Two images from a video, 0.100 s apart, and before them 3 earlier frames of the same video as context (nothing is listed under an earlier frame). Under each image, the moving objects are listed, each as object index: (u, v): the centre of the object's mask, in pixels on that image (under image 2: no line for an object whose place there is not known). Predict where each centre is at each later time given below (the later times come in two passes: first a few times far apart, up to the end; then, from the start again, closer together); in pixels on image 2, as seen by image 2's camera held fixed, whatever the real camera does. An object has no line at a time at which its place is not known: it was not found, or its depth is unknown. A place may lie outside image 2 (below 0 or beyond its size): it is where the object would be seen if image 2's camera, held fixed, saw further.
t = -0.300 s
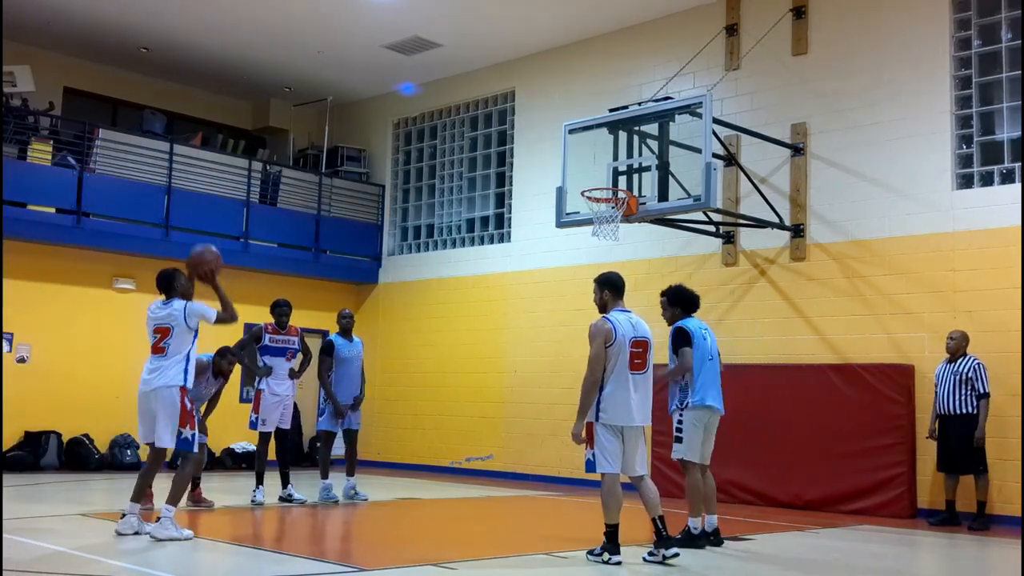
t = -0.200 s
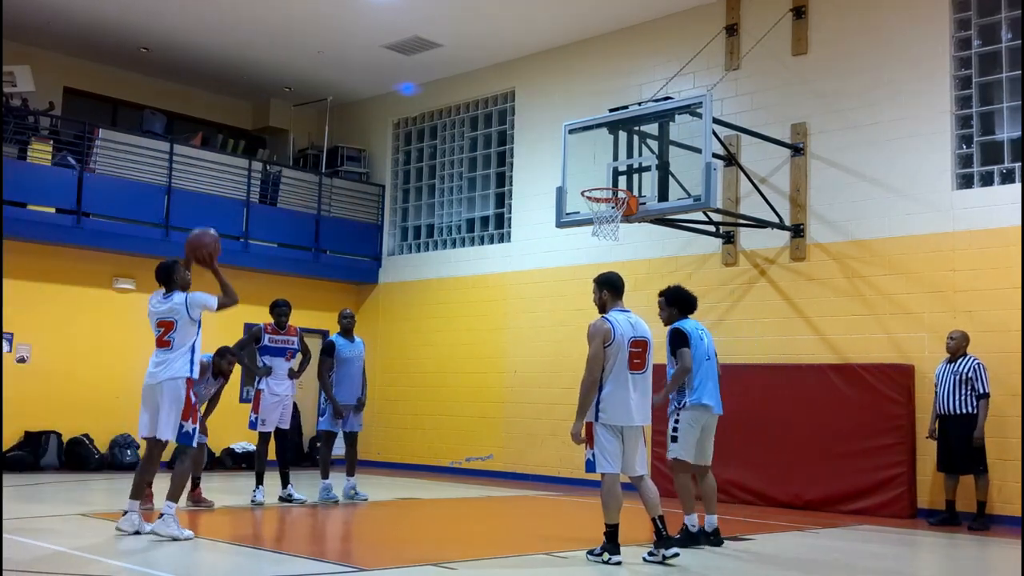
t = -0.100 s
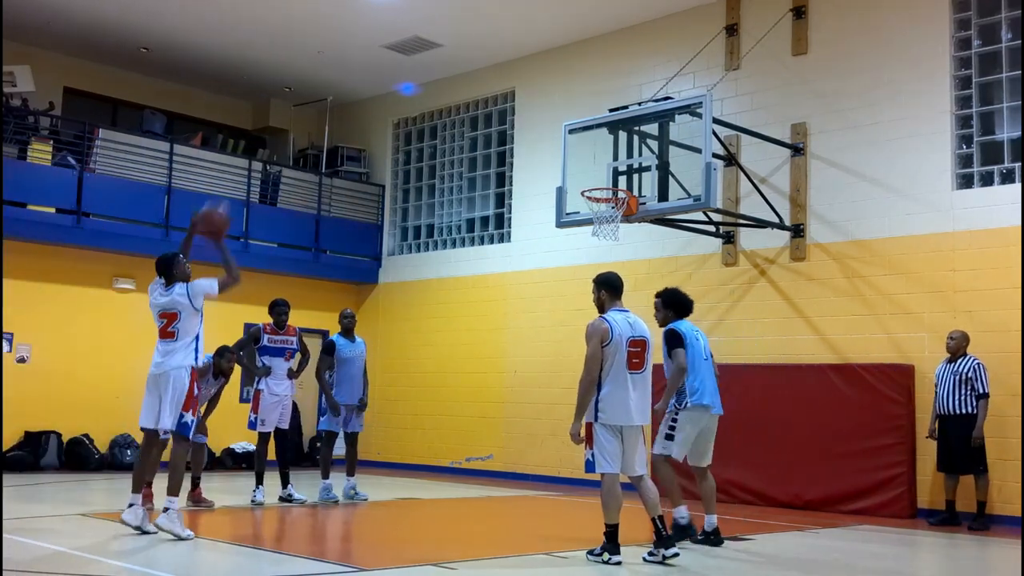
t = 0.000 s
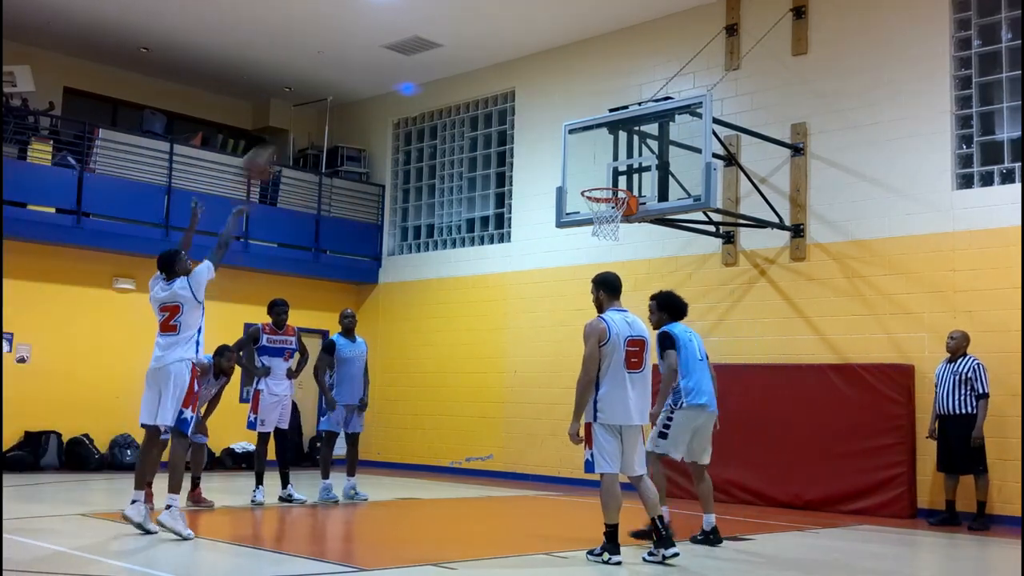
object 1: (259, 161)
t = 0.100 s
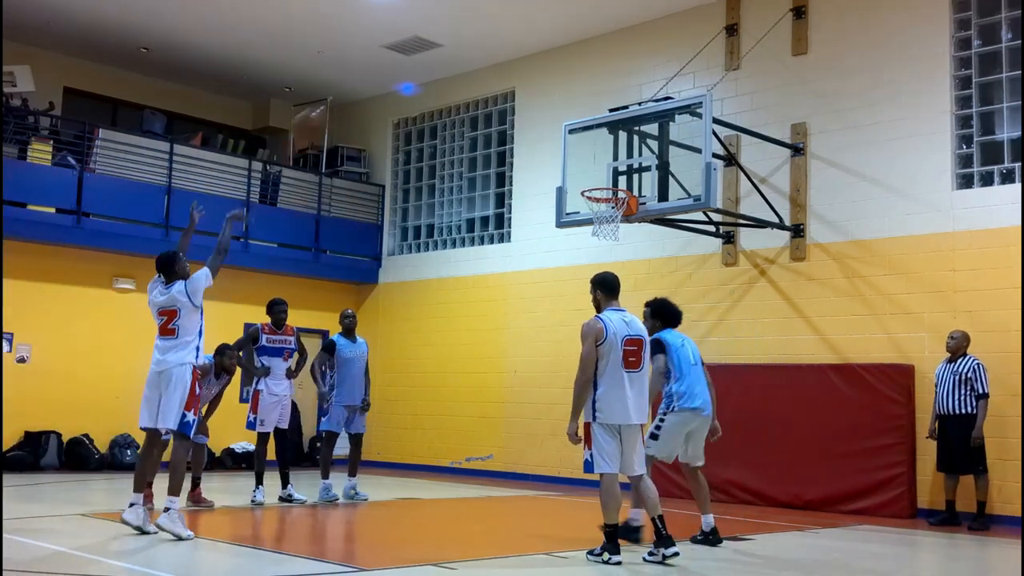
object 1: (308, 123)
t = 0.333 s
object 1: (416, 82)
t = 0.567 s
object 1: (508, 100)
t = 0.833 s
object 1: (591, 181)
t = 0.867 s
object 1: (601, 197)
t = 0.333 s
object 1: (416, 82)
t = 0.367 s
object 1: (432, 80)
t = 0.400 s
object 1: (447, 81)
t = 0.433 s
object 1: (459, 83)
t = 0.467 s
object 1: (471, 86)
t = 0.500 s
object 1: (485, 90)
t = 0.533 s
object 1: (496, 94)
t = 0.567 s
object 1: (508, 100)
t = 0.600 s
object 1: (520, 108)
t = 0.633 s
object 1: (530, 115)
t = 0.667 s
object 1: (540, 124)
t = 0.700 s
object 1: (550, 134)
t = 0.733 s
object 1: (562, 147)
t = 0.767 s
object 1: (572, 157)
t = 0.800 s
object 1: (582, 170)
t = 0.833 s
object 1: (591, 181)
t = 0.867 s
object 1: (601, 197)
